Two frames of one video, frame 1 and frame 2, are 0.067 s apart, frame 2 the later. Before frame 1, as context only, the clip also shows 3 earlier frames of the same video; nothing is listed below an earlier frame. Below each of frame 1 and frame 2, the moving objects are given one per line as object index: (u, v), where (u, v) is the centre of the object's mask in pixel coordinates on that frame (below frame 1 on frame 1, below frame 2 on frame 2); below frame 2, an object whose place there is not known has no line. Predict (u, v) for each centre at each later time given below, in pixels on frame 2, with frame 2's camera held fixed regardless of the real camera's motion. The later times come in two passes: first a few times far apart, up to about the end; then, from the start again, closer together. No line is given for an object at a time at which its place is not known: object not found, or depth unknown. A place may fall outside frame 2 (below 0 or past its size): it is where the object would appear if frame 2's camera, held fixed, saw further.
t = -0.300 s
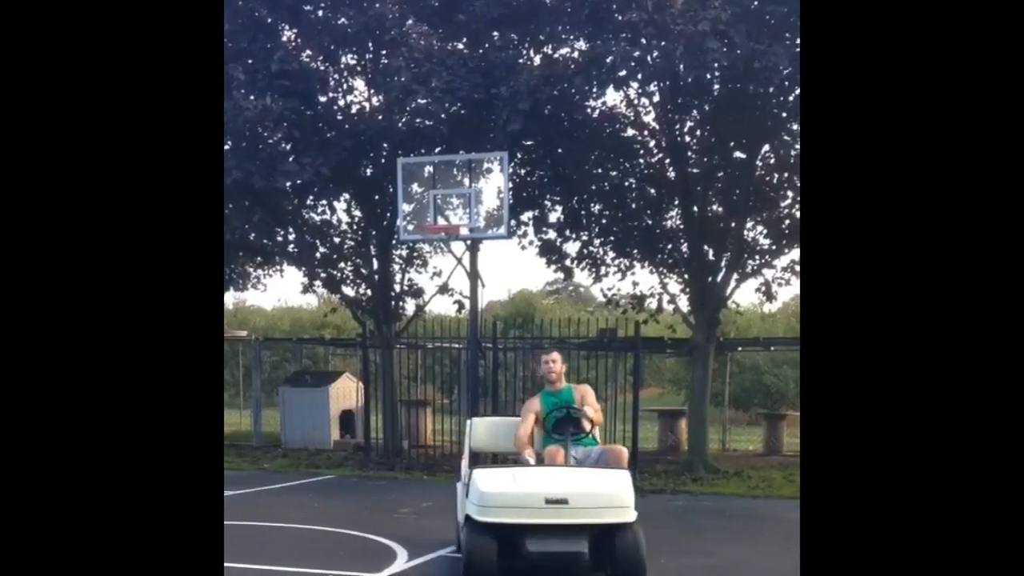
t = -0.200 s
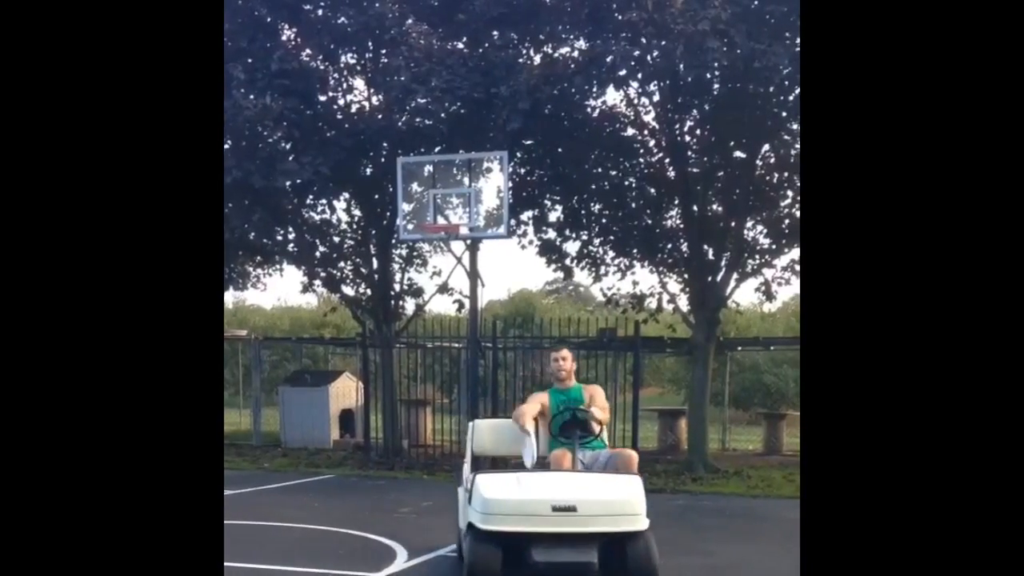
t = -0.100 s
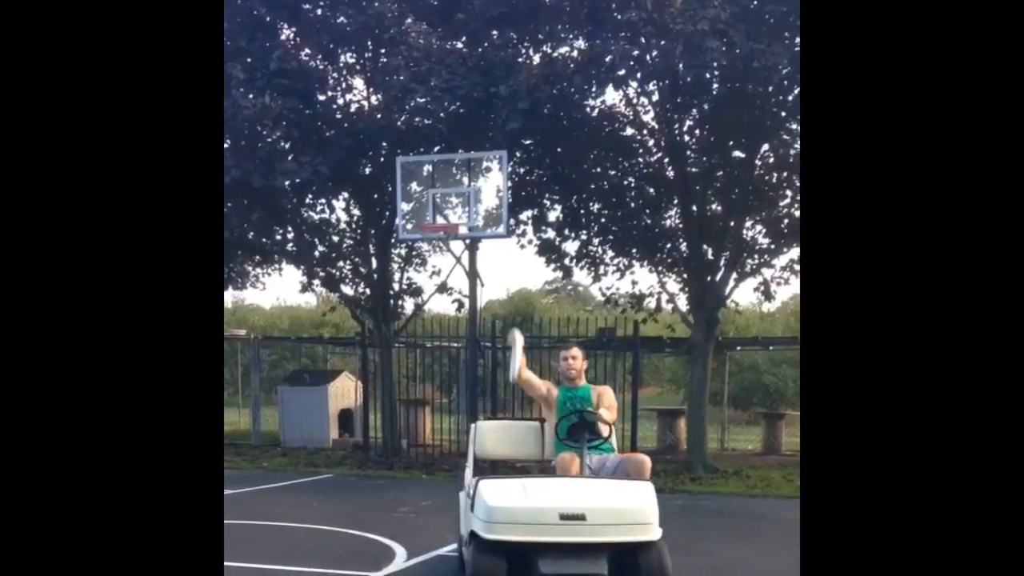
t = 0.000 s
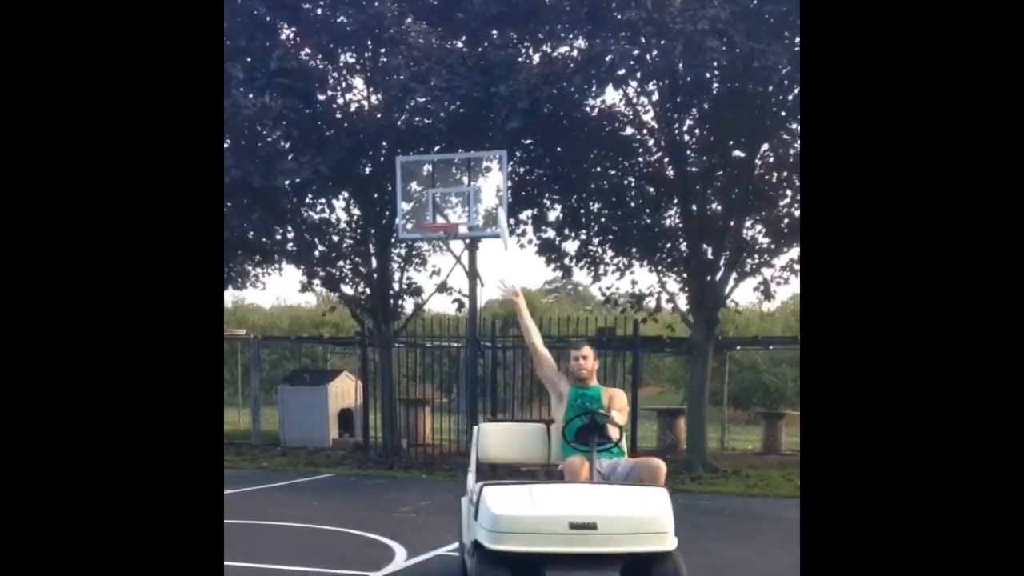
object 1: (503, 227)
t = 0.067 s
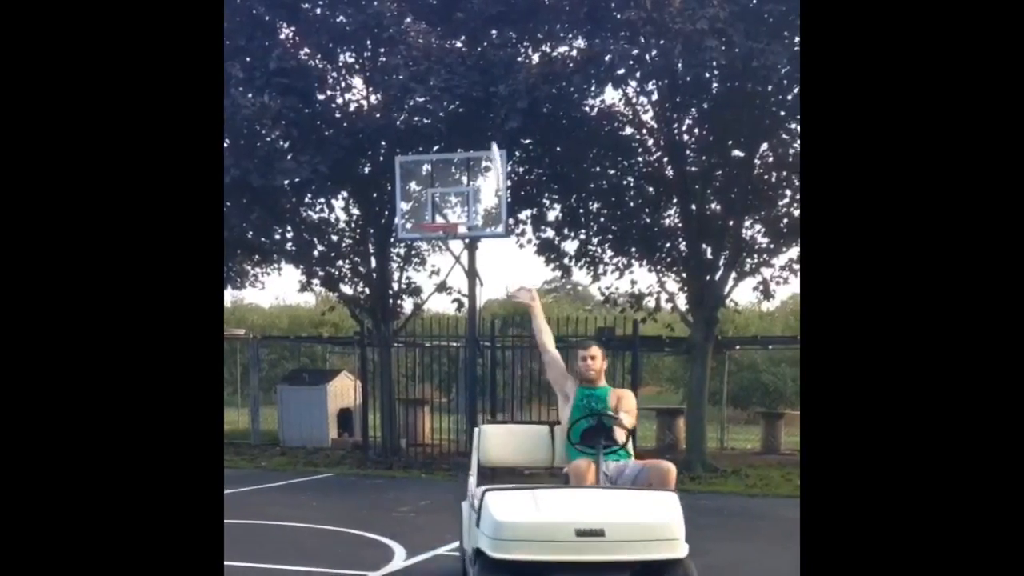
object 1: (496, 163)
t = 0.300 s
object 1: (477, 29)
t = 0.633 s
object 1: (460, 1)
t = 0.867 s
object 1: (454, 59)
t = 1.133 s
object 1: (452, 172)
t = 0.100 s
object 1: (493, 139)
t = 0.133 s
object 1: (490, 115)
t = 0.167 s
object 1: (487, 93)
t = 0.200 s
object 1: (485, 74)
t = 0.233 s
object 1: (482, 56)
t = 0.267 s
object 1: (480, 42)
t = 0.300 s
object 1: (477, 29)
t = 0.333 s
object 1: (475, 18)
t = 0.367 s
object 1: (473, 12)
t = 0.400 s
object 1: (471, 8)
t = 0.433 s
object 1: (470, 5)
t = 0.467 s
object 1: (468, 2)
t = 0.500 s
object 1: (466, 0)
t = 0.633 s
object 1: (460, 1)
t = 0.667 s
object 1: (458, 6)
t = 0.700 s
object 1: (457, 12)
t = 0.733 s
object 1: (456, 19)
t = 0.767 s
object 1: (456, 28)
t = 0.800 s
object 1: (455, 37)
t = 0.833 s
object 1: (454, 48)
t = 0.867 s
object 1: (454, 59)
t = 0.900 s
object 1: (453, 71)
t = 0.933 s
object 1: (452, 84)
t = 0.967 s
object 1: (452, 98)
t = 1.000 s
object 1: (451, 111)
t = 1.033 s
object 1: (451, 126)
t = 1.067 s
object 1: (451, 141)
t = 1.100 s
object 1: (452, 158)
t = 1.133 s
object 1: (452, 172)
